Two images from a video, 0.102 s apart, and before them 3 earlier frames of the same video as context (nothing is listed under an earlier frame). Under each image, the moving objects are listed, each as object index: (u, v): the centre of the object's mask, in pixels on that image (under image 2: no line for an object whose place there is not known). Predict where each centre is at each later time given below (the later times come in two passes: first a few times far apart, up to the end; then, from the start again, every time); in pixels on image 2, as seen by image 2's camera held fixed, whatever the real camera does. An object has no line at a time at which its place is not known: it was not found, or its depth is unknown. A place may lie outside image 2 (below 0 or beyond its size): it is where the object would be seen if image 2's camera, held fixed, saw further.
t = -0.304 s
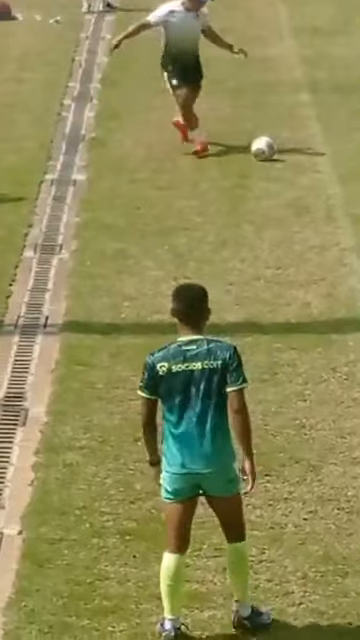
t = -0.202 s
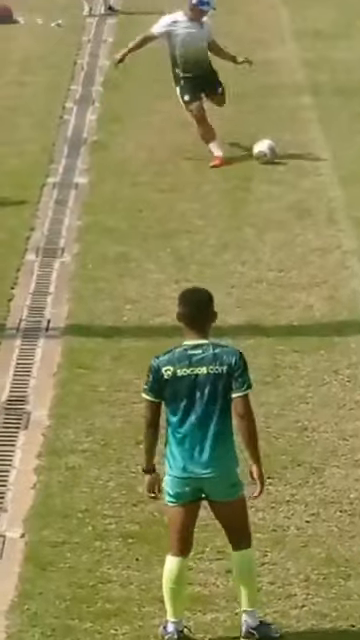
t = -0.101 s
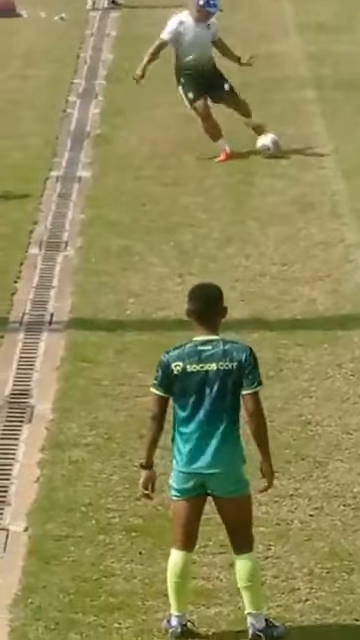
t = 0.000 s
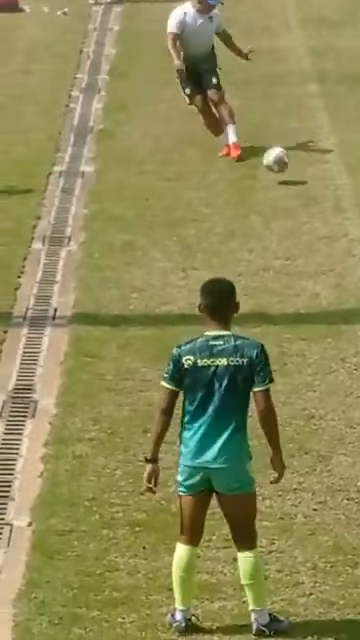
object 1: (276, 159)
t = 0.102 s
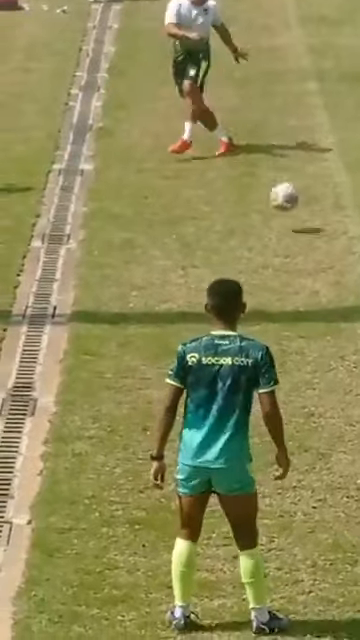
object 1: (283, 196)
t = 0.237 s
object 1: (304, 275)
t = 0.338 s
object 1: (326, 358)
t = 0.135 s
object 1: (288, 212)
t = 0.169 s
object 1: (292, 231)
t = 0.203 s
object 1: (298, 252)
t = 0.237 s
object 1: (304, 275)
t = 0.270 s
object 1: (312, 297)
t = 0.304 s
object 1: (318, 327)
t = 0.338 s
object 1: (326, 358)
